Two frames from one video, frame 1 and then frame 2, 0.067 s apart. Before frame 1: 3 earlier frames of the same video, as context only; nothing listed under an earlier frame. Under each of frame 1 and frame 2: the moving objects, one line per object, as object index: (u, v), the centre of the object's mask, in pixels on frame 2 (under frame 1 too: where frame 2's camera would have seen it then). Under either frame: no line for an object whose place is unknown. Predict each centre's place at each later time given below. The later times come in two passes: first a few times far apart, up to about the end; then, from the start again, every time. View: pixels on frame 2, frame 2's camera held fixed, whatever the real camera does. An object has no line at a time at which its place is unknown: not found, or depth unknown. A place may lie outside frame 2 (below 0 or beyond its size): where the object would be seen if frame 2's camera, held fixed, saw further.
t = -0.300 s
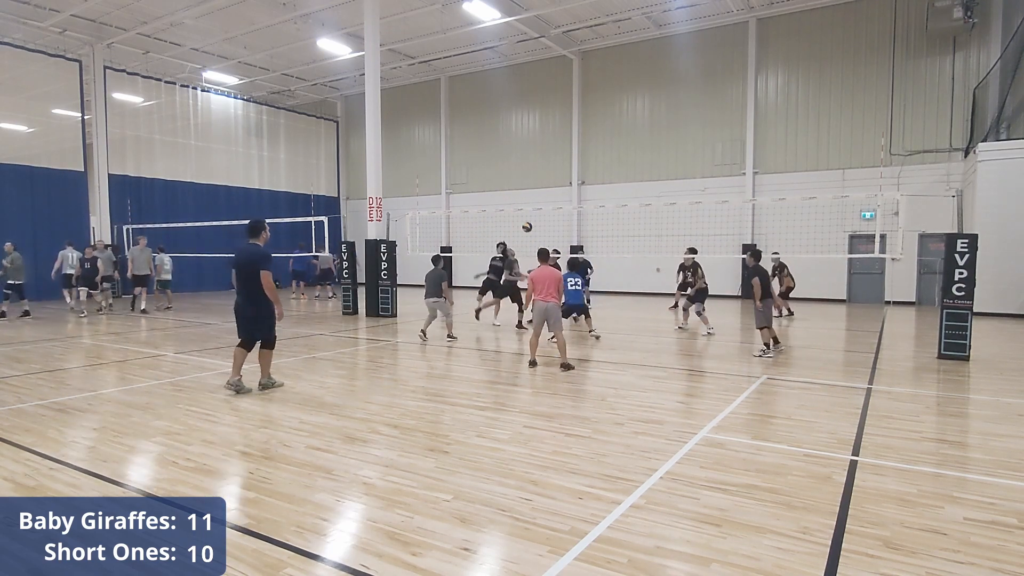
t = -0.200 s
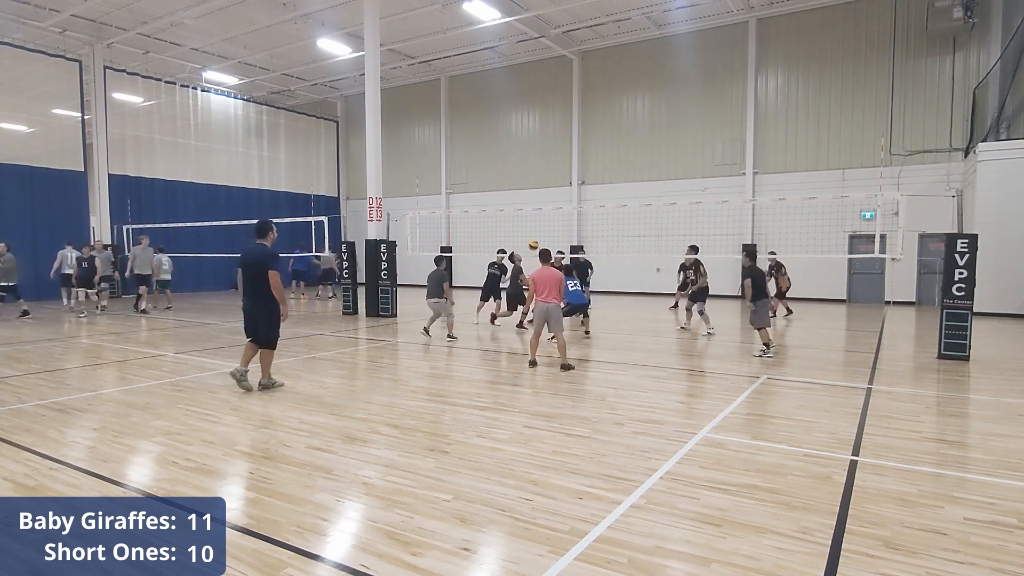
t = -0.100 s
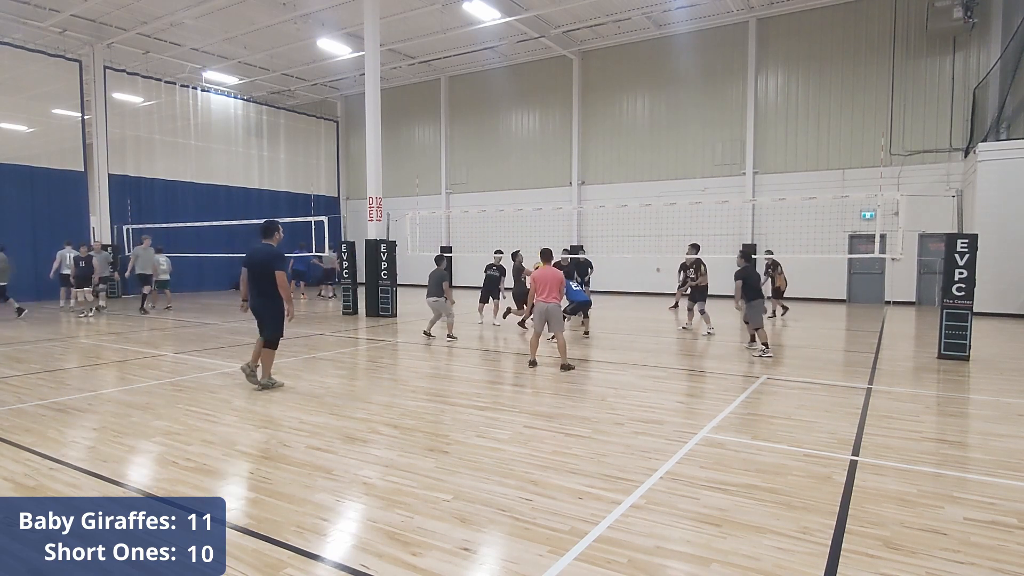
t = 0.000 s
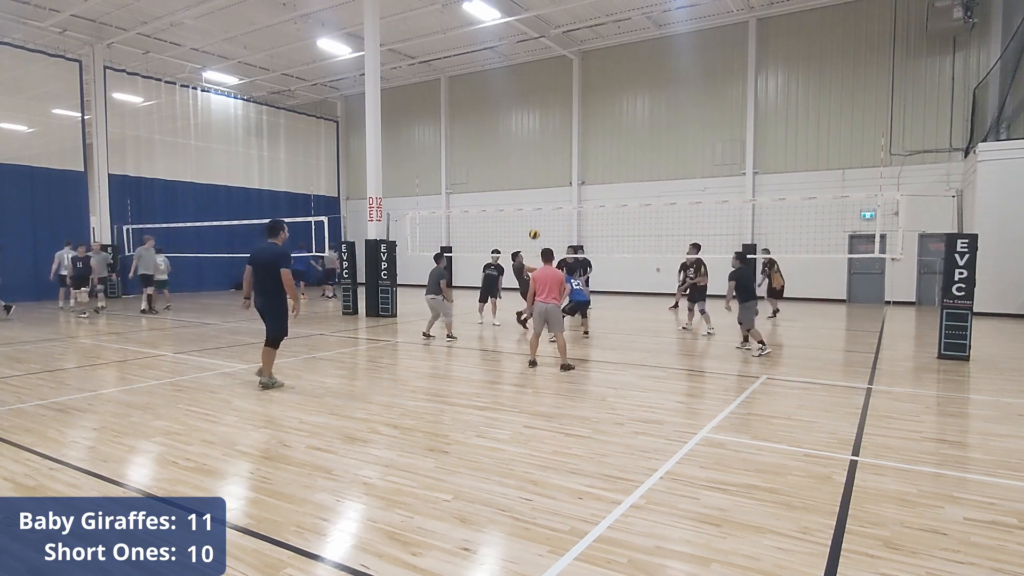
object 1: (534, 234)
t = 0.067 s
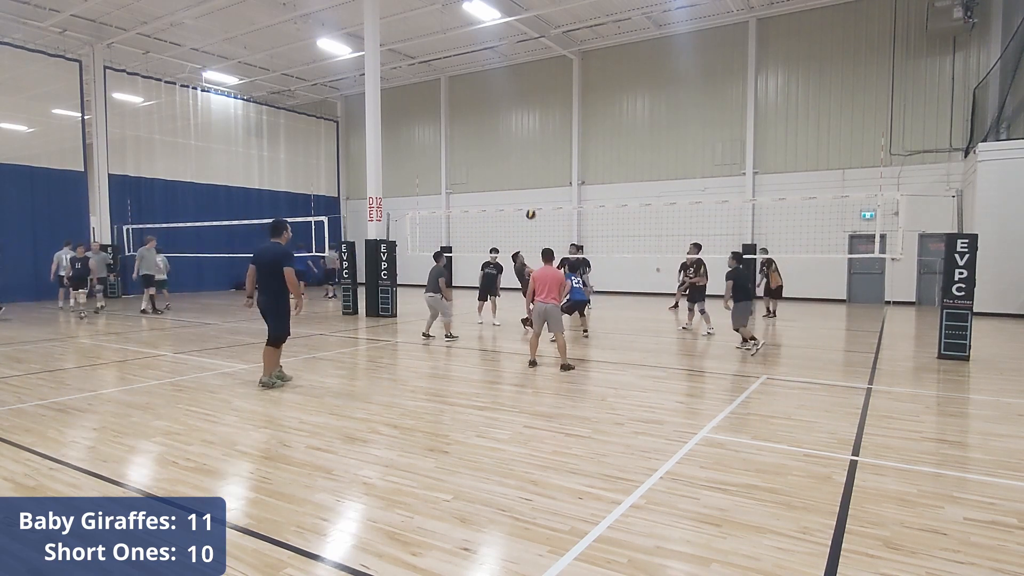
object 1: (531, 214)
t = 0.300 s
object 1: (519, 161)
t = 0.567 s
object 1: (505, 136)
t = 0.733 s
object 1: (497, 138)
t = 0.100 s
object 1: (529, 205)
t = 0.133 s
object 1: (527, 196)
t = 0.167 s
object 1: (526, 188)
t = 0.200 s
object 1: (524, 181)
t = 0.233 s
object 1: (523, 174)
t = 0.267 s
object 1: (521, 167)
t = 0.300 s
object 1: (519, 161)
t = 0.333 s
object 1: (517, 156)
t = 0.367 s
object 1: (516, 152)
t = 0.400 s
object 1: (514, 147)
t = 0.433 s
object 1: (512, 144)
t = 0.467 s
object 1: (511, 141)
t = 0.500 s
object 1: (509, 139)
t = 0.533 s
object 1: (507, 137)
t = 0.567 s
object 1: (505, 136)
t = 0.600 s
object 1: (503, 135)
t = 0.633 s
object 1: (502, 135)
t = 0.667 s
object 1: (500, 136)
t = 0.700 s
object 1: (498, 137)
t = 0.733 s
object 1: (497, 138)
